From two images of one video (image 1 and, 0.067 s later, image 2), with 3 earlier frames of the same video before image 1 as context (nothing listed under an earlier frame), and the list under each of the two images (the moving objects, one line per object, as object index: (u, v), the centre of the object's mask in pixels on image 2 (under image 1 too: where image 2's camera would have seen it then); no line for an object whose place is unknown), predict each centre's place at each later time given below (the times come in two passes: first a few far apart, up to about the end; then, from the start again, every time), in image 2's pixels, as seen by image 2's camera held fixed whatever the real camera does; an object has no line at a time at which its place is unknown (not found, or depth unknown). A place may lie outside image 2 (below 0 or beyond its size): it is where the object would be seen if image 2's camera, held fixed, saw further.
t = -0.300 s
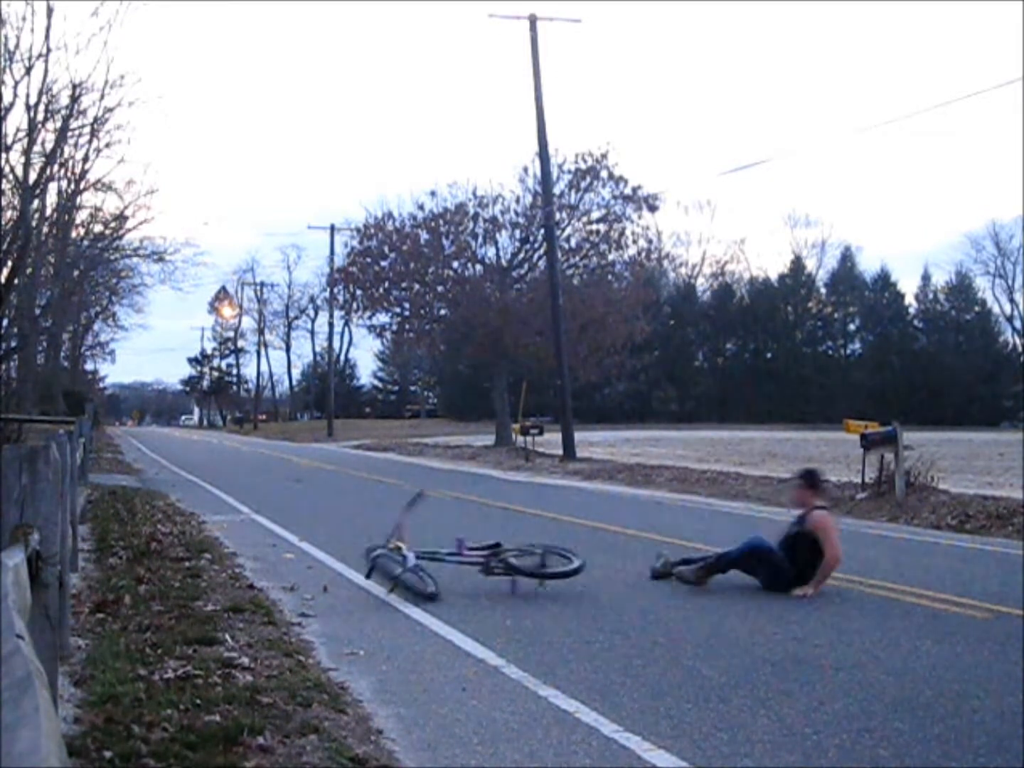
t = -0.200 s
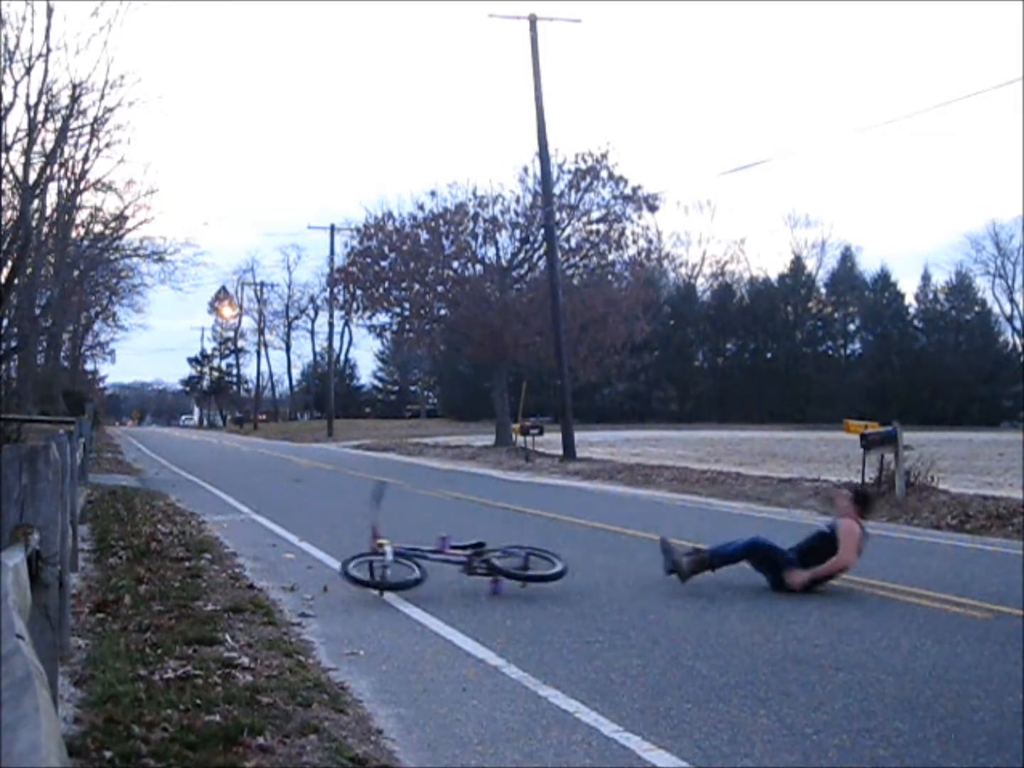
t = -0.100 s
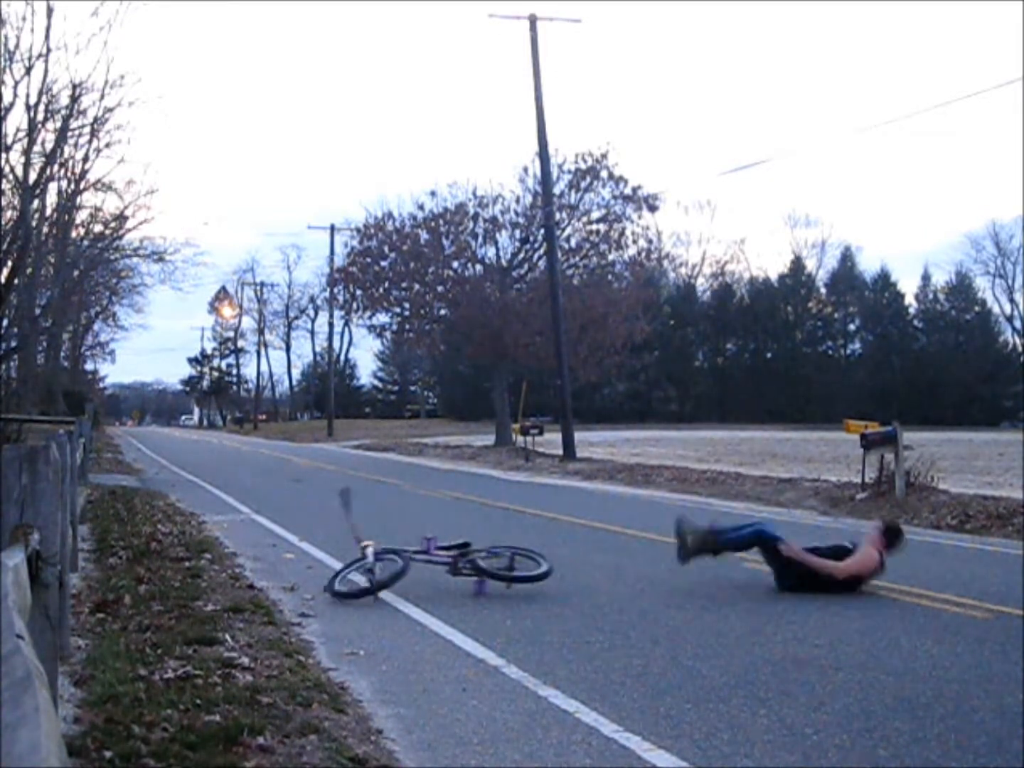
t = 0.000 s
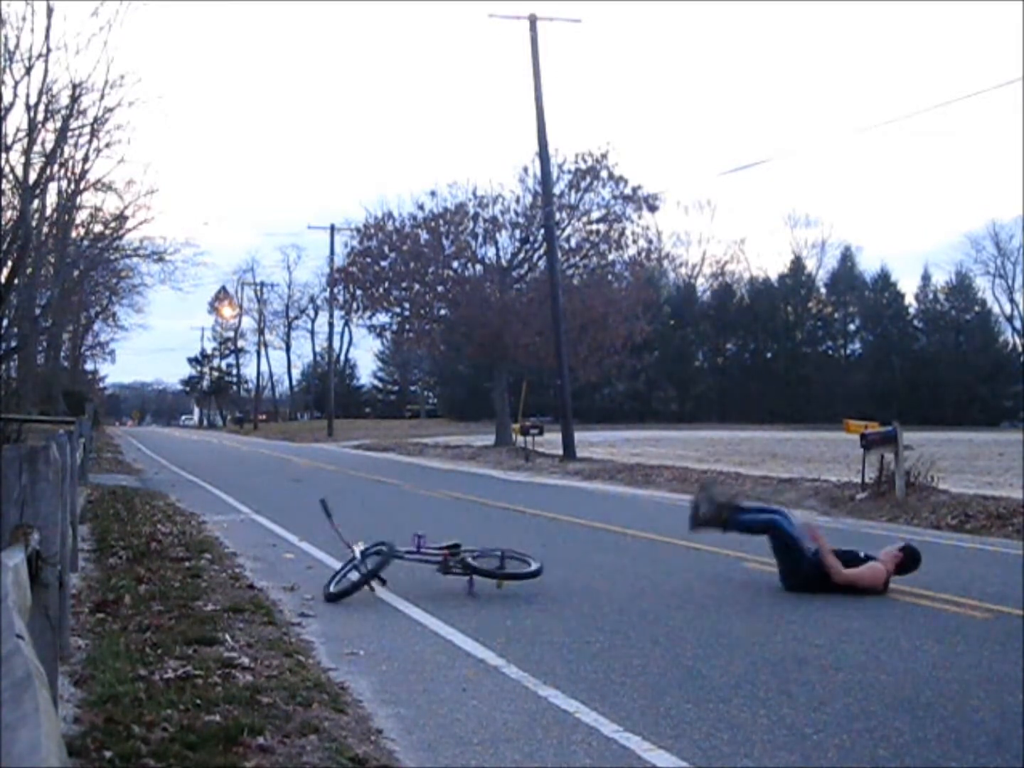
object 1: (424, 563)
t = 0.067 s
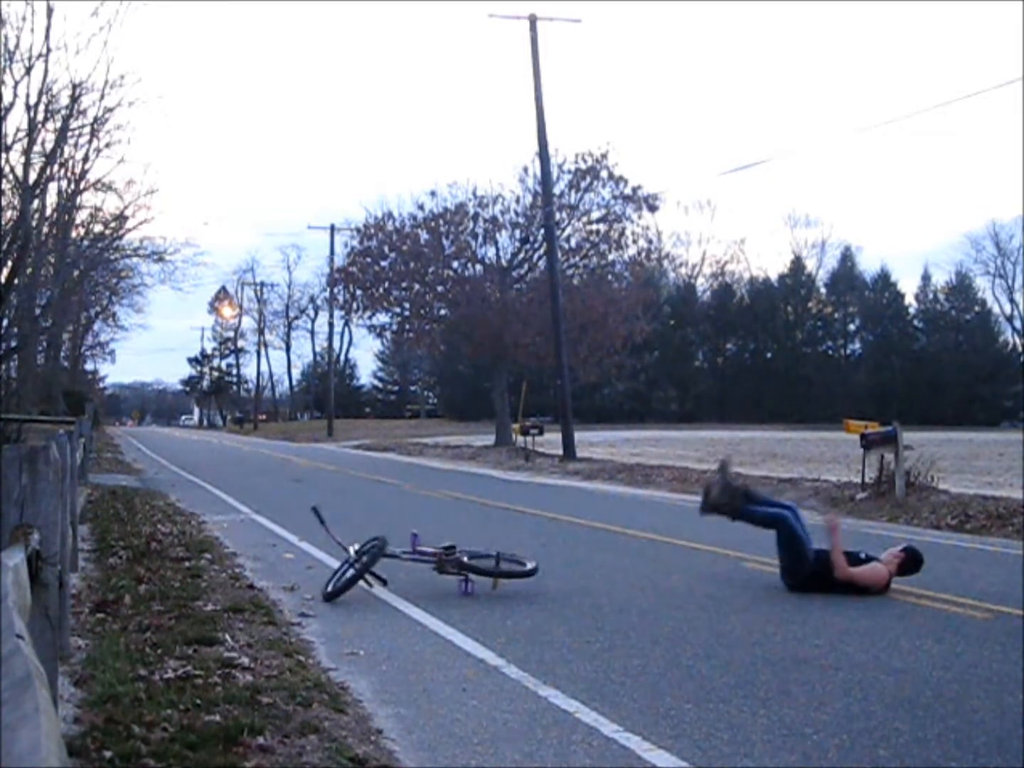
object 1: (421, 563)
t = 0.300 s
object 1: (412, 561)
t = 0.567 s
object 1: (403, 561)
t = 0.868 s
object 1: (396, 564)
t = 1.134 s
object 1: (392, 564)
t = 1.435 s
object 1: (393, 564)
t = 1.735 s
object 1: (393, 564)
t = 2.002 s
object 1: (393, 564)
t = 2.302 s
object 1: (393, 564)
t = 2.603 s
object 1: (393, 564)
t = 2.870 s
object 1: (393, 564)
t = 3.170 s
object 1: (392, 564)
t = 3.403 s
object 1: (393, 564)
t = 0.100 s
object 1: (418, 563)
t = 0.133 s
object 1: (416, 562)
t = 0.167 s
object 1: (415, 562)
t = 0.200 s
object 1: (413, 561)
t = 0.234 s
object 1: (412, 561)
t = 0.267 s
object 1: (412, 561)
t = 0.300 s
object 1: (412, 561)
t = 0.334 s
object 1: (411, 561)
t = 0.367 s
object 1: (410, 561)
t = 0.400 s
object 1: (408, 561)
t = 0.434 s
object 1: (407, 561)
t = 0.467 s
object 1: (406, 561)
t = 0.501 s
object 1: (405, 562)
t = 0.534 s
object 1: (404, 561)
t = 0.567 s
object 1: (403, 561)
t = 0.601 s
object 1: (402, 561)
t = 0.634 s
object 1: (401, 562)
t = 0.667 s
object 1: (401, 562)
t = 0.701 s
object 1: (400, 562)
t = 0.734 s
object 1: (398, 562)
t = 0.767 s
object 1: (399, 563)
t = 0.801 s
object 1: (399, 563)
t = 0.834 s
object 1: (397, 563)
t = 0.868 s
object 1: (396, 564)
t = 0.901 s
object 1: (396, 563)
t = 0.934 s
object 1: (394, 563)
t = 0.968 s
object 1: (393, 563)
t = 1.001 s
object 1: (392, 563)
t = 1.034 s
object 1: (390, 563)
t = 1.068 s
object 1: (390, 563)
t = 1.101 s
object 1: (391, 564)
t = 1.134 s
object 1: (392, 564)
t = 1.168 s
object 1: (392, 564)
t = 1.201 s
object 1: (392, 564)
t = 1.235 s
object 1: (393, 564)
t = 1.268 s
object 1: (393, 564)
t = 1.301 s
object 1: (393, 564)
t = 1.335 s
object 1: (393, 564)
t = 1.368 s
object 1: (393, 564)
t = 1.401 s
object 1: (393, 564)
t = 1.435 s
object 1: (393, 564)
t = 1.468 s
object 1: (393, 564)
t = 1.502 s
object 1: (393, 564)
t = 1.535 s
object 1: (393, 564)
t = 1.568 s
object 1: (393, 564)
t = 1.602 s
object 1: (393, 564)
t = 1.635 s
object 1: (393, 564)
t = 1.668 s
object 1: (393, 564)
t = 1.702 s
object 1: (393, 564)
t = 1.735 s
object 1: (393, 564)
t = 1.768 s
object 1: (393, 564)
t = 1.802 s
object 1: (393, 564)
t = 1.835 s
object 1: (393, 564)
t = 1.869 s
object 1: (393, 564)
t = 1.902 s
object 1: (393, 564)
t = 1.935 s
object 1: (393, 564)
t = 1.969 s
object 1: (393, 564)
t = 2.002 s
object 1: (393, 564)
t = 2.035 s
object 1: (393, 564)
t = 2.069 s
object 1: (392, 564)
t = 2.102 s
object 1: (392, 564)
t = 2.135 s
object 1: (393, 564)
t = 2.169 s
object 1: (392, 564)
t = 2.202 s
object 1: (393, 564)
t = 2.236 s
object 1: (393, 564)
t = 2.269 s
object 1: (393, 564)
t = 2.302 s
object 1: (393, 564)
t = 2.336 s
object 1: (393, 564)
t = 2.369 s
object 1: (393, 564)
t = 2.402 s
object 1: (393, 564)
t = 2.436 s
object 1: (392, 564)
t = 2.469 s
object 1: (393, 564)
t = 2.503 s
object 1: (392, 564)
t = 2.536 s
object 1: (392, 564)
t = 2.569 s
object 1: (392, 564)
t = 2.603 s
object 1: (393, 564)
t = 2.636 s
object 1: (393, 564)
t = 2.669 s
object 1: (393, 564)
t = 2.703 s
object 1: (393, 564)
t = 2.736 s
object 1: (393, 564)
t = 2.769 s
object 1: (392, 564)
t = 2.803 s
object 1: (392, 564)
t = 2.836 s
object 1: (393, 564)
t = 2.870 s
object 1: (393, 564)
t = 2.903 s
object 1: (393, 564)
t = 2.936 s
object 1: (393, 564)
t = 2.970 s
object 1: (393, 564)
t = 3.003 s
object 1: (393, 564)
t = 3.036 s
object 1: (392, 564)
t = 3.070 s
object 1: (393, 564)
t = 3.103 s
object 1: (393, 564)
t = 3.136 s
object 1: (393, 564)
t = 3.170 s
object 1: (392, 564)
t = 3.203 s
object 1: (392, 564)
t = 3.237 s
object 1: (393, 564)
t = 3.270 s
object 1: (392, 564)
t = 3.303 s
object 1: (393, 564)
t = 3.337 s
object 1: (393, 564)
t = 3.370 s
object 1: (393, 564)
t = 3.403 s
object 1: (393, 564)
